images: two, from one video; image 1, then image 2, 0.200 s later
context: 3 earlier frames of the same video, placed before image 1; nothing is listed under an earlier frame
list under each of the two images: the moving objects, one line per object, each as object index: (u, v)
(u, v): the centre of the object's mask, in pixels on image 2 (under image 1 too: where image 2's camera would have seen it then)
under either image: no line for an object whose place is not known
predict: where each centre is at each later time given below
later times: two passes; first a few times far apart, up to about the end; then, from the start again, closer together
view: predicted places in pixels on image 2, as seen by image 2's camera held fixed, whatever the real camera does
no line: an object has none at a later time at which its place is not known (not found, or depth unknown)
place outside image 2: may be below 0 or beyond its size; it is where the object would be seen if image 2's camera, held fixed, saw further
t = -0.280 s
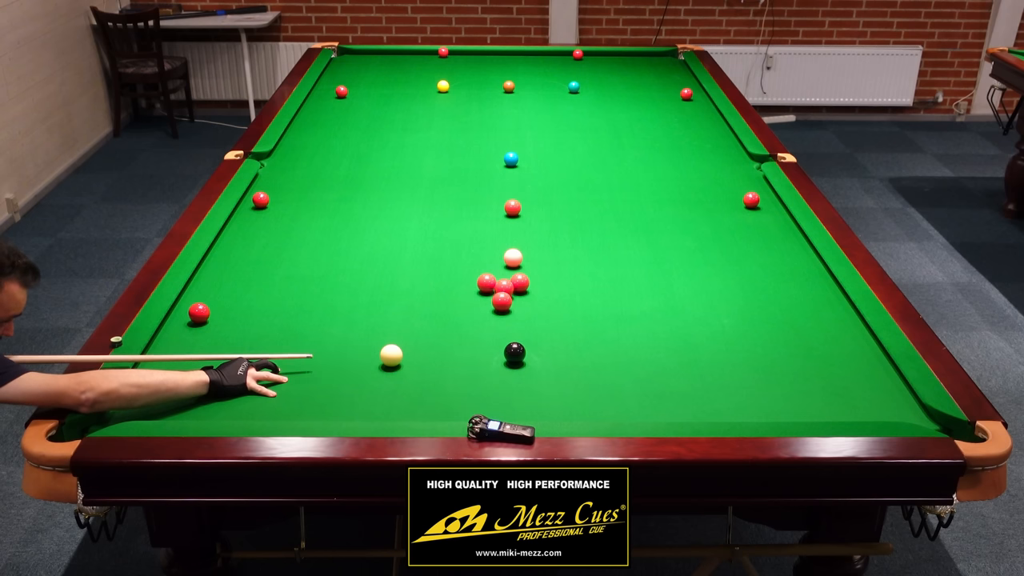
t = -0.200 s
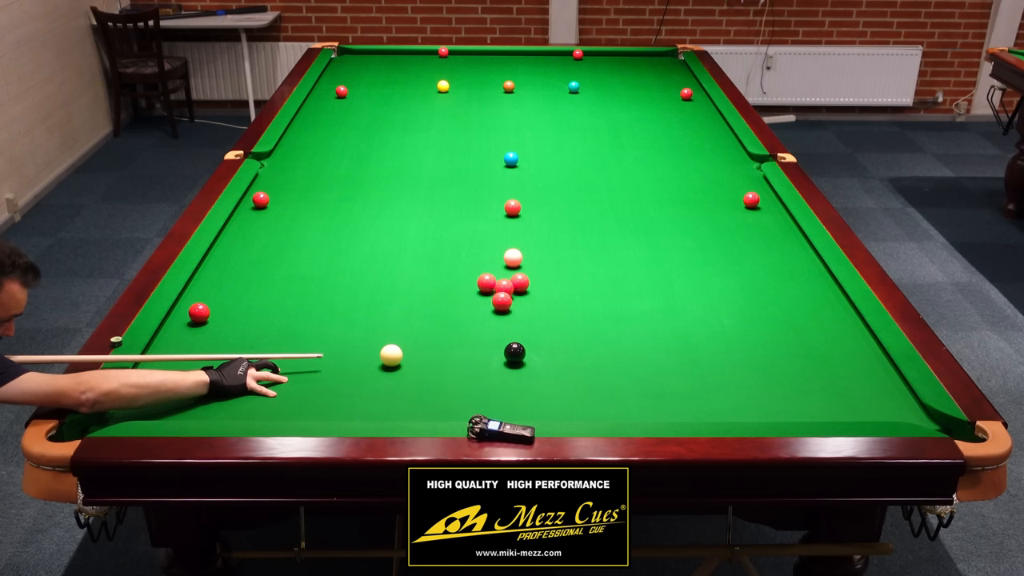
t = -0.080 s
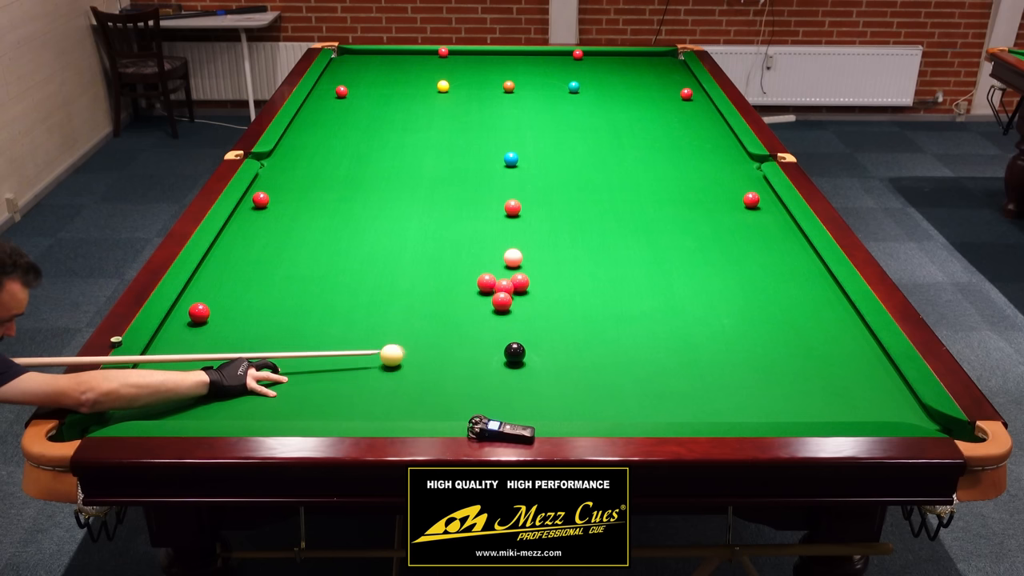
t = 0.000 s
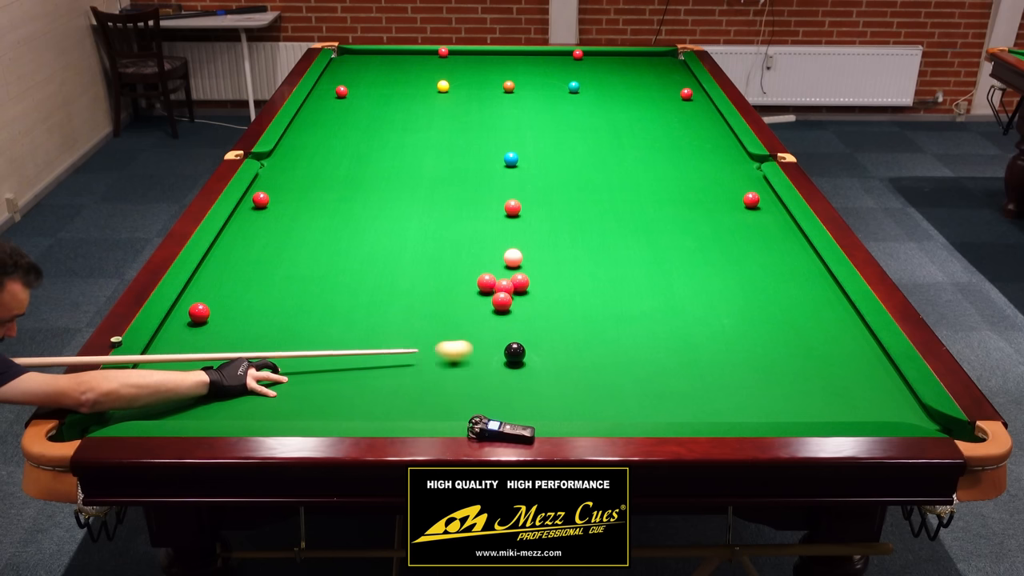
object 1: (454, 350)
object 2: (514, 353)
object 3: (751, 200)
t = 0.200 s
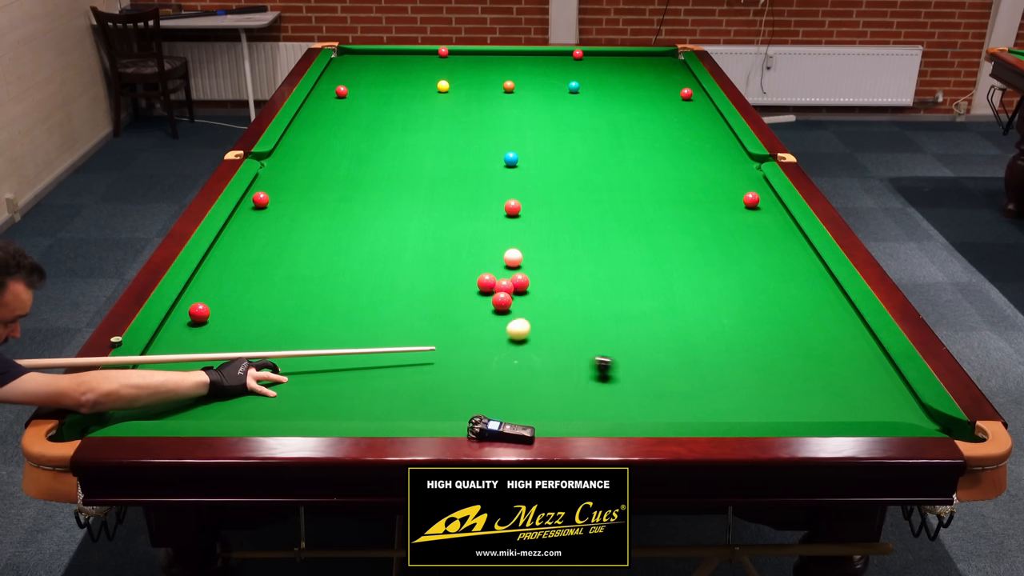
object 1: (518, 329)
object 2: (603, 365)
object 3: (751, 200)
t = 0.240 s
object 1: (527, 325)
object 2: (623, 369)
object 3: (751, 200)
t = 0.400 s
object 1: (560, 308)
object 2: (699, 380)
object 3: (751, 200)
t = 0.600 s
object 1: (598, 289)
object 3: (751, 200)
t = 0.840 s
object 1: (639, 269)
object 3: (751, 200)
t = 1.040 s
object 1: (670, 254)
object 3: (751, 200)
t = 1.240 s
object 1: (699, 240)
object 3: (751, 200)
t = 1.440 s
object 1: (725, 227)
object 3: (751, 200)
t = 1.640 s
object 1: (749, 215)
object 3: (751, 200)
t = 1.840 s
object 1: (771, 205)
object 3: (751, 200)
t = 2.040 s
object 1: (764, 196)
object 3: (746, 200)
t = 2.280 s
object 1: (755, 188)
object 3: (732, 199)
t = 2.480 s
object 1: (748, 181)
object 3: (721, 199)
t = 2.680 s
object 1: (742, 175)
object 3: (712, 198)
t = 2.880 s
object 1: (737, 170)
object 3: (703, 198)
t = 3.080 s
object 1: (732, 165)
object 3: (696, 198)
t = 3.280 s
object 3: (689, 198)
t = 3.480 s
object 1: (724, 156)
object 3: (685, 198)
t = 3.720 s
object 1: (720, 152)
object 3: (680, 198)
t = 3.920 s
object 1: (717, 149)
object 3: (676, 198)
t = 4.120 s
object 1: (714, 146)
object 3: (674, 198)
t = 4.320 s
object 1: (712, 143)
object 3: (673, 198)
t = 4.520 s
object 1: (709, 141)
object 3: (673, 198)
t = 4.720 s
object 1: (708, 139)
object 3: (673, 198)
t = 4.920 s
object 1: (707, 138)
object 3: (673, 198)
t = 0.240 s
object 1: (527, 325)
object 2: (623, 369)
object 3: (751, 200)
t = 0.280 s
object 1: (536, 320)
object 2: (643, 372)
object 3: (751, 200)
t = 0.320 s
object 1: (544, 316)
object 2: (662, 375)
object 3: (751, 200)
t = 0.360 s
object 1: (552, 312)
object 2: (681, 378)
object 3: (751, 200)
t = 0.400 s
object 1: (560, 308)
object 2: (699, 380)
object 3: (751, 200)
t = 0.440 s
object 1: (568, 304)
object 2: (717, 383)
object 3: (751, 200)
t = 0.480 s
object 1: (576, 300)
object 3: (751, 200)
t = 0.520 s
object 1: (583, 296)
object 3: (751, 200)
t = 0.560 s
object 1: (591, 293)
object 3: (751, 200)
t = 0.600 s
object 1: (598, 289)
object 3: (751, 200)
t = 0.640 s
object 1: (605, 286)
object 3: (751, 200)
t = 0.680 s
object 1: (612, 282)
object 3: (751, 200)
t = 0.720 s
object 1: (619, 278)
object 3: (751, 200)
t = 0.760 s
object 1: (626, 275)
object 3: (751, 200)
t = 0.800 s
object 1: (633, 272)
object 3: (751, 200)
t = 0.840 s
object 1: (639, 269)
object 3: (751, 200)
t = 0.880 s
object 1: (646, 266)
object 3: (751, 200)
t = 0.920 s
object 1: (652, 263)
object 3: (751, 200)
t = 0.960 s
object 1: (658, 260)
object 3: (751, 200)
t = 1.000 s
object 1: (665, 256)
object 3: (751, 200)
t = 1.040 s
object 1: (670, 254)
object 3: (751, 200)
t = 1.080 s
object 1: (676, 251)
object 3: (751, 200)
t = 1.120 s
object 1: (682, 248)
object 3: (751, 200)
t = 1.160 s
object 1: (688, 245)
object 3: (751, 200)
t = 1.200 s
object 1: (694, 242)
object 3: (751, 200)
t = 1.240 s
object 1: (699, 240)
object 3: (751, 200)
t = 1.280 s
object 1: (704, 237)
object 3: (751, 200)
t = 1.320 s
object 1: (710, 234)
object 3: (751, 200)
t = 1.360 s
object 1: (715, 232)
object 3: (751, 200)
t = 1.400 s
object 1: (720, 229)
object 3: (751, 200)
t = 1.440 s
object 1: (725, 227)
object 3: (751, 200)
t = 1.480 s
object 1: (730, 225)
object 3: (751, 200)
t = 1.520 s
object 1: (735, 222)
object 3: (751, 200)
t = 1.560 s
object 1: (739, 220)
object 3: (751, 200)
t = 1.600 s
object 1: (744, 218)
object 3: (751, 200)
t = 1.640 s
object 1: (749, 215)
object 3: (751, 200)
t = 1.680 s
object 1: (753, 213)
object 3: (751, 199)
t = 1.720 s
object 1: (758, 211)
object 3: (751, 199)
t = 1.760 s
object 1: (762, 209)
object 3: (751, 199)
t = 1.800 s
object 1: (767, 207)
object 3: (751, 200)
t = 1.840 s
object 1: (771, 205)
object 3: (751, 200)
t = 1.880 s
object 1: (775, 203)
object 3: (751, 200)
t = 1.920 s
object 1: (772, 201)
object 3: (751, 200)
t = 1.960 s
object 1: (767, 199)
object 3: (751, 200)
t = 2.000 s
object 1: (766, 198)
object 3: (748, 200)
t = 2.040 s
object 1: (764, 196)
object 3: (746, 200)
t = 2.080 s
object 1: (763, 195)
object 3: (743, 200)
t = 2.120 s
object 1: (761, 193)
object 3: (741, 200)
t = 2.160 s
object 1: (759, 192)
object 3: (738, 200)
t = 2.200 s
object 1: (758, 190)
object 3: (736, 200)
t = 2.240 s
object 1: (756, 189)
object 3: (734, 199)
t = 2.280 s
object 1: (755, 188)
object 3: (732, 199)
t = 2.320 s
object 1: (753, 186)
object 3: (729, 199)
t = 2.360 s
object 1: (752, 185)
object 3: (727, 199)
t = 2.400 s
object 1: (751, 184)
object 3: (725, 199)
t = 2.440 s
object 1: (750, 182)
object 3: (723, 199)
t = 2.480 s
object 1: (748, 181)
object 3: (721, 199)
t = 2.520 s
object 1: (747, 180)
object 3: (719, 199)
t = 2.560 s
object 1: (746, 179)
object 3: (717, 199)
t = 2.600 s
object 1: (745, 177)
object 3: (715, 199)
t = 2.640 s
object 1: (743, 176)
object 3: (714, 198)
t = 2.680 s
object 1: (742, 175)
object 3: (712, 198)
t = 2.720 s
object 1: (741, 174)
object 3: (710, 198)
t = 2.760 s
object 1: (740, 173)
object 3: (708, 198)
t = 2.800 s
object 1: (739, 172)
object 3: (707, 198)
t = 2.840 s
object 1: (738, 171)
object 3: (705, 198)
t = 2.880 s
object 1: (737, 170)
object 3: (703, 198)
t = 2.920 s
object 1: (736, 169)
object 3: (702, 198)
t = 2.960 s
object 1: (735, 168)
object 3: (700, 198)
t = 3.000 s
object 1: (734, 167)
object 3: (699, 198)
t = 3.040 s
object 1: (733, 166)
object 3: (697, 198)
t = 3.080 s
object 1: (732, 165)
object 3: (696, 198)
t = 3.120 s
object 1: (731, 164)
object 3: (695, 198)
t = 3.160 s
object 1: (730, 163)
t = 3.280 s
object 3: (689, 198)
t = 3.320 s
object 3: (689, 198)
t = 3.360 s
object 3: (688, 198)
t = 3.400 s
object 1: (725, 158)
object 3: (686, 198)
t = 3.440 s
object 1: (725, 157)
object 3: (685, 198)
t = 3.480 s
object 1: (724, 156)
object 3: (685, 198)
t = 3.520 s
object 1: (723, 156)
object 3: (684, 198)
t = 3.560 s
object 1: (723, 155)
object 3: (683, 198)
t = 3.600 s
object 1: (722, 154)
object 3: (682, 198)
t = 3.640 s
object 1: (721, 153)
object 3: (681, 198)
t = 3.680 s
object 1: (720, 153)
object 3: (680, 198)
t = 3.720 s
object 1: (720, 152)
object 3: (680, 198)
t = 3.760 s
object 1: (719, 151)
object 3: (679, 198)
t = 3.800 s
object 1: (719, 151)
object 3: (678, 198)
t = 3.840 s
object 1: (718, 150)
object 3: (678, 198)
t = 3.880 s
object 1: (717, 149)
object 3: (677, 198)
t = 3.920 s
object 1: (717, 149)
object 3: (676, 198)
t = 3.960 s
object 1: (716, 148)
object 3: (676, 198)
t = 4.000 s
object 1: (716, 148)
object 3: (676, 198)
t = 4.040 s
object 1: (715, 147)
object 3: (675, 198)
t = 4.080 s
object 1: (715, 146)
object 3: (675, 198)
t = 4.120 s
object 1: (714, 146)
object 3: (674, 198)
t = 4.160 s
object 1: (713, 145)
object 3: (674, 198)
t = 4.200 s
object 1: (713, 145)
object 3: (674, 198)
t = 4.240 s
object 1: (712, 144)
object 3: (674, 198)
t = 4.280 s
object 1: (712, 144)
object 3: (673, 198)
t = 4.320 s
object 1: (712, 143)
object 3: (673, 198)
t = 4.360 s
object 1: (711, 143)
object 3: (673, 198)
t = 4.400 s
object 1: (711, 142)
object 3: (673, 198)
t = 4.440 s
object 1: (710, 142)
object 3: (673, 198)
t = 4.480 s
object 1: (710, 141)
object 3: (673, 198)
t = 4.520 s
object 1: (709, 141)
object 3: (673, 198)
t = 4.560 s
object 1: (709, 141)
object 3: (673, 198)
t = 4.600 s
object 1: (709, 140)
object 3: (673, 198)
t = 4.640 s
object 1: (708, 140)
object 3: (673, 198)
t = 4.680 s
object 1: (709, 139)
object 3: (673, 198)
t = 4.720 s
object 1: (708, 139)
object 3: (673, 198)
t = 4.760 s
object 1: (708, 139)
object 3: (673, 198)
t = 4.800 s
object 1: (708, 139)
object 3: (673, 197)
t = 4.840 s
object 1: (708, 138)
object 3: (673, 198)
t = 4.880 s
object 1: (708, 138)
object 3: (673, 198)
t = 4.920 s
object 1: (707, 138)
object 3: (673, 198)
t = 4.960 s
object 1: (707, 137)
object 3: (673, 198)
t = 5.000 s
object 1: (707, 137)
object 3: (673, 198)
